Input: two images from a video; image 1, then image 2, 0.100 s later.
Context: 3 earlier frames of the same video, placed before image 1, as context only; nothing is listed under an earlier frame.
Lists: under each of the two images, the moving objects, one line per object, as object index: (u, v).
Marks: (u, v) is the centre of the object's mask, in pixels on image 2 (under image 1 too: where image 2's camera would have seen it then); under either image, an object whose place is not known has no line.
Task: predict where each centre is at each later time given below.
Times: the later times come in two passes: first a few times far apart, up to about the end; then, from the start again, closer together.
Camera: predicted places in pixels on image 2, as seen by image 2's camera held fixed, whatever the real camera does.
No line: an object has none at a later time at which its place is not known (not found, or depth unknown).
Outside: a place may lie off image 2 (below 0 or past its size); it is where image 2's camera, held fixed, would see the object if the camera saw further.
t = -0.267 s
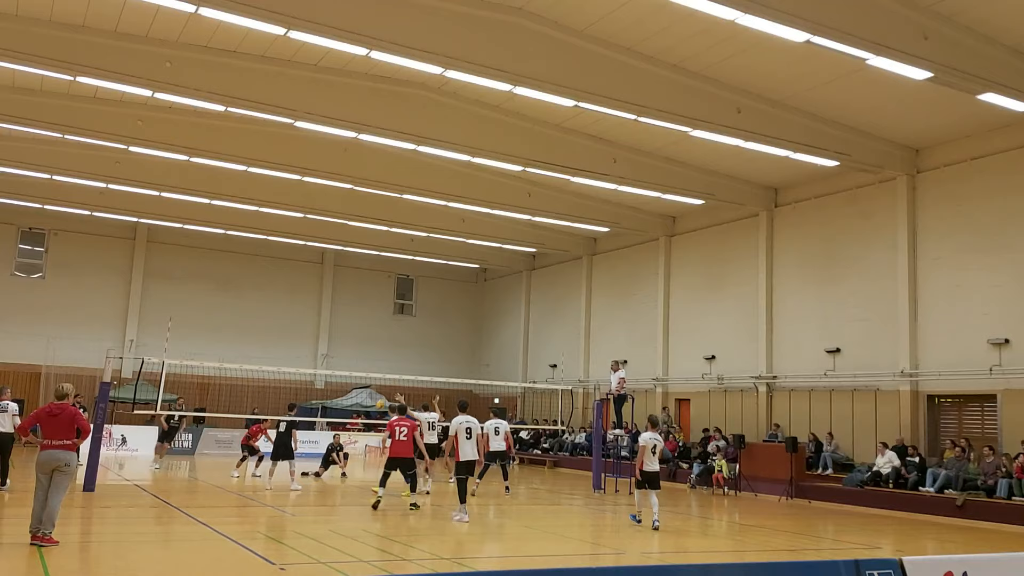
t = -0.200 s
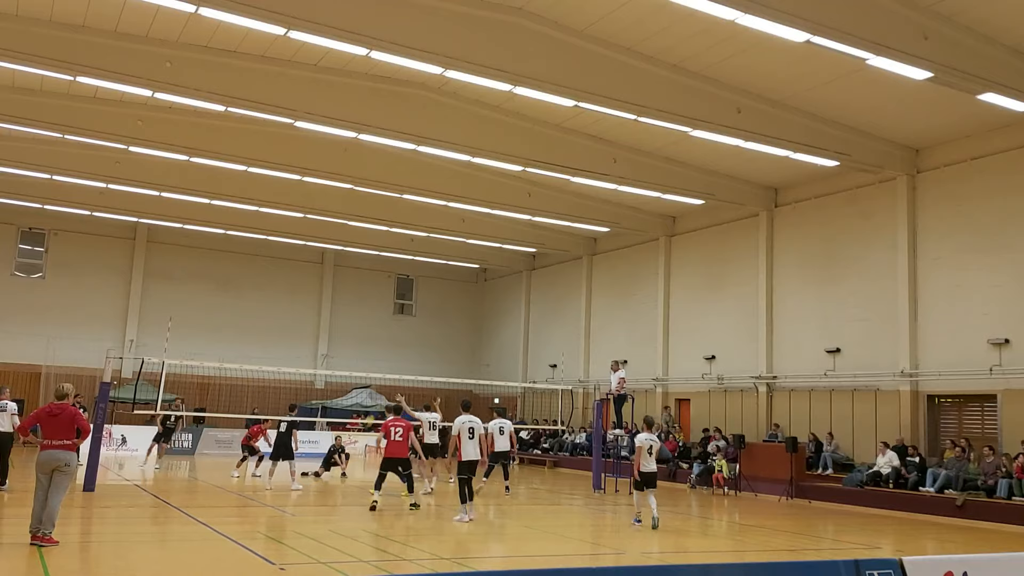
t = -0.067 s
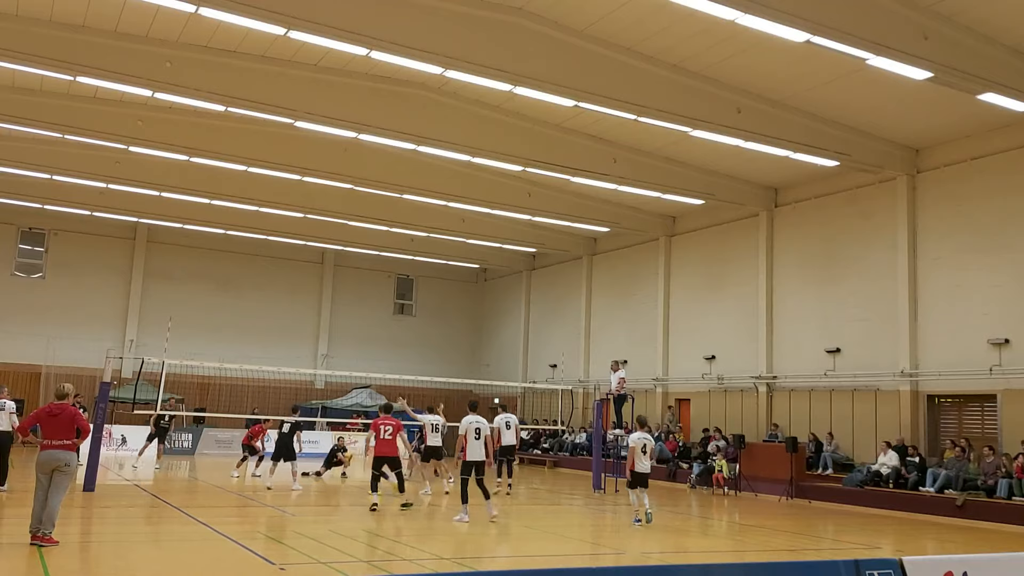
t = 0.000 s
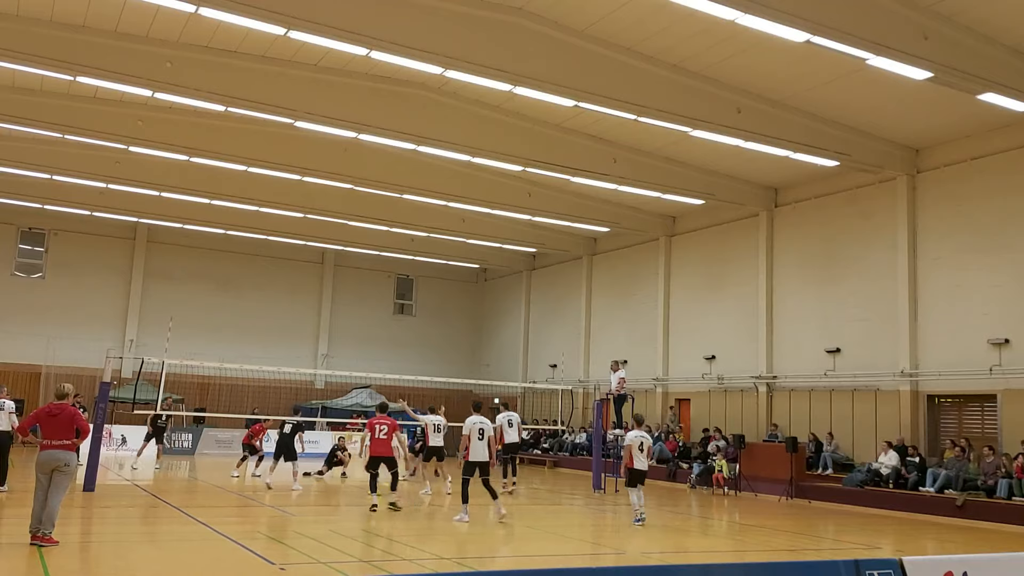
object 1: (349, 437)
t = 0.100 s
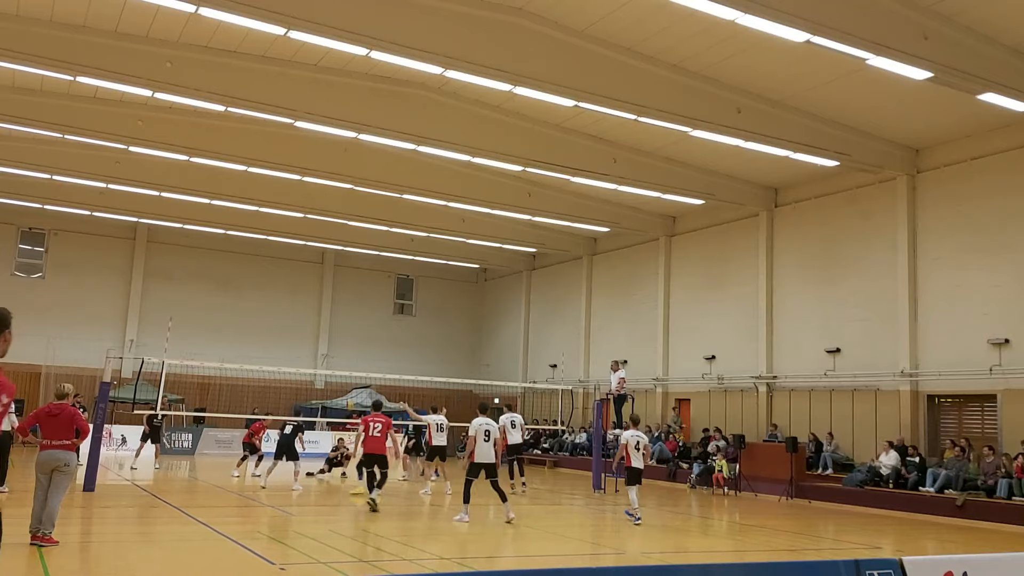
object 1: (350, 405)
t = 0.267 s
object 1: (350, 359)
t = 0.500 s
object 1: (349, 315)
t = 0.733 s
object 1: (346, 294)
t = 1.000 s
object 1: (340, 293)
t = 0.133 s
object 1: (350, 393)
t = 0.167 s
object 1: (349, 387)
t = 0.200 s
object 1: (350, 377)
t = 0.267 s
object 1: (350, 359)
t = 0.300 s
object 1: (351, 351)
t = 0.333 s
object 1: (351, 345)
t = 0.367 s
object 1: (350, 338)
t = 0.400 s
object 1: (350, 332)
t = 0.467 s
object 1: (349, 321)
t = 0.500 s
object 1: (349, 315)
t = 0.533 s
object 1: (349, 311)
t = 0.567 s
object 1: (349, 308)
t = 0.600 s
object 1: (348, 304)
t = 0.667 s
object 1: (347, 298)
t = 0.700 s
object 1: (346, 295)
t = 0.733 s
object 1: (346, 294)
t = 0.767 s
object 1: (346, 292)
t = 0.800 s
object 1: (345, 291)
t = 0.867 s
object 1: (344, 290)
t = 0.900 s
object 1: (342, 290)
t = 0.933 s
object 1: (342, 291)
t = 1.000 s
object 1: (340, 293)
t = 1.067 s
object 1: (338, 298)
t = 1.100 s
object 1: (338, 300)
